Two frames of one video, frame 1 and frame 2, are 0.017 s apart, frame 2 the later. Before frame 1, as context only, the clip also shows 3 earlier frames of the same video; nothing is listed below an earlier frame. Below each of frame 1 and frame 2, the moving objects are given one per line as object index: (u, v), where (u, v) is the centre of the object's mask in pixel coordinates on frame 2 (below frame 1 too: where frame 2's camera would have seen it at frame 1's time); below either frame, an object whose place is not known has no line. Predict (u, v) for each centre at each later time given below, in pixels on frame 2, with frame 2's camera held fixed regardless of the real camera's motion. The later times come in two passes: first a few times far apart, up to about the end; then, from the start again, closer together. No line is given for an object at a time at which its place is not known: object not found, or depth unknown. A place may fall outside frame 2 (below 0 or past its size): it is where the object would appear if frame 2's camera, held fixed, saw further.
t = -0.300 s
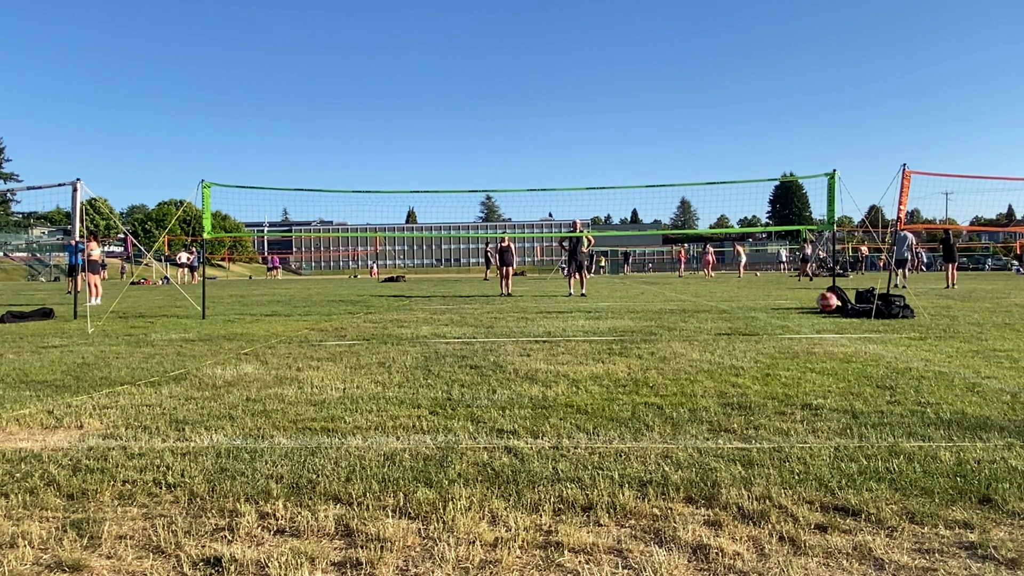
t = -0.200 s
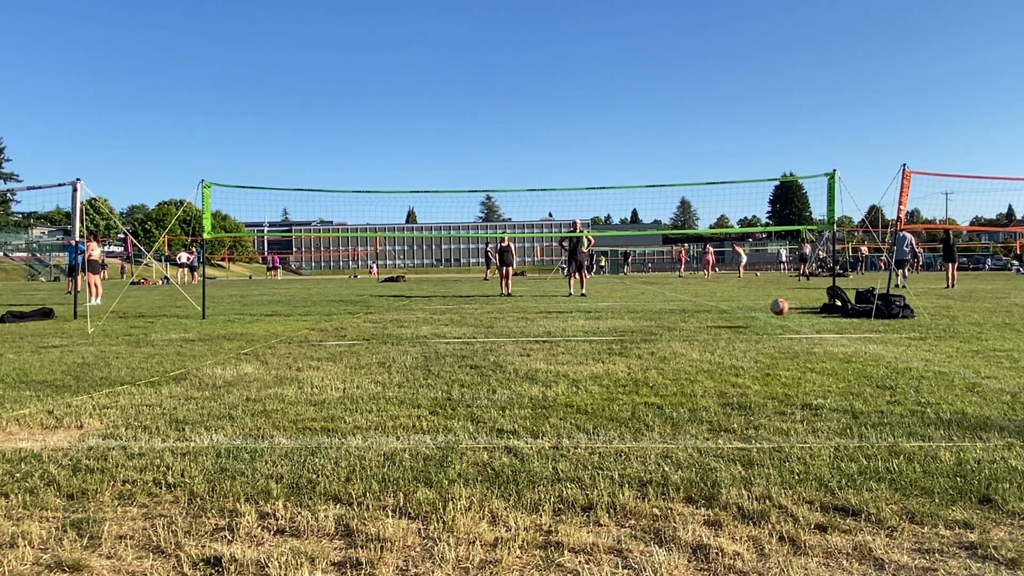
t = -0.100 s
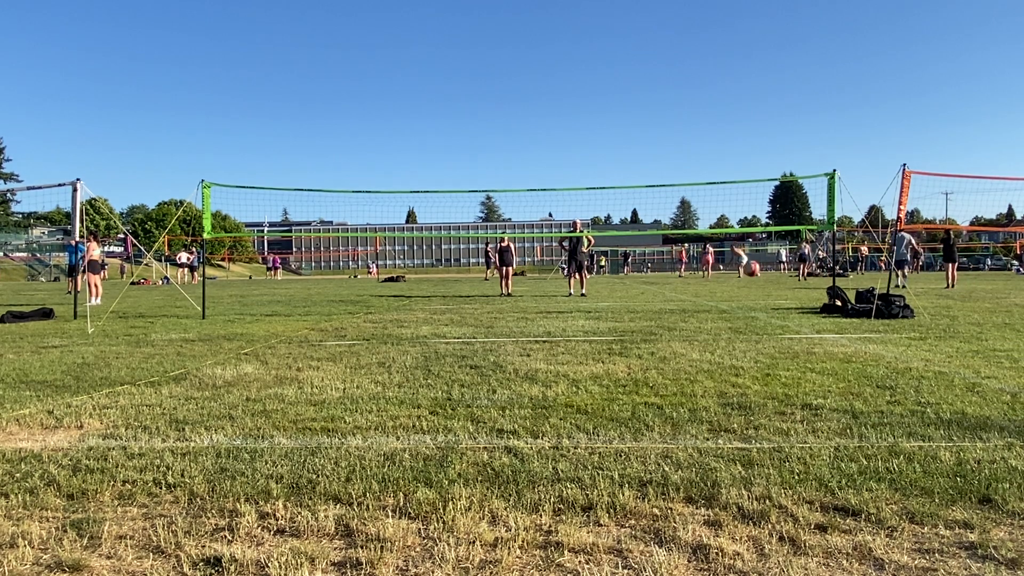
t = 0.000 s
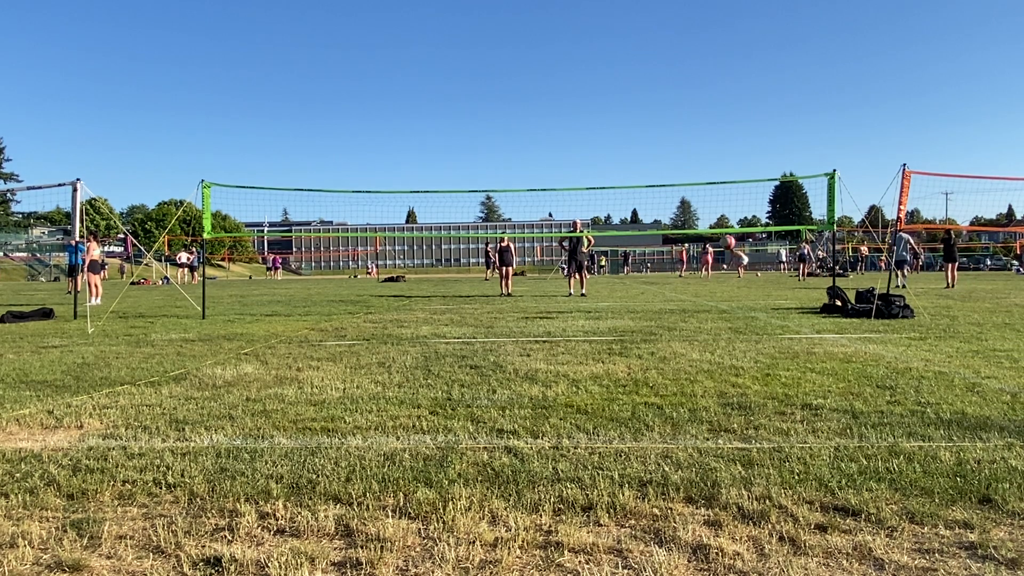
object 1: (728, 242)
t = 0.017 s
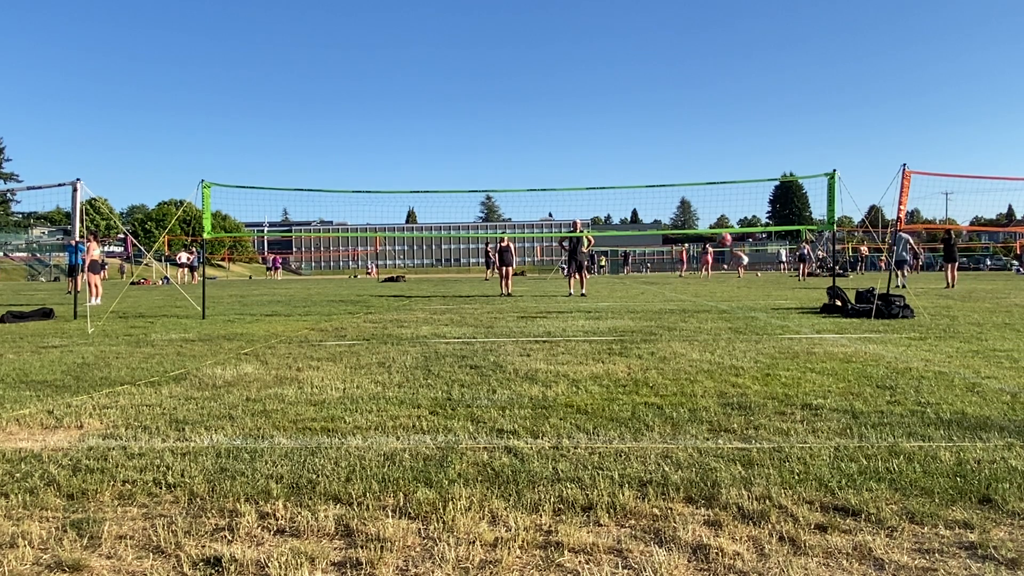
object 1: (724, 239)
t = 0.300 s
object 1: (695, 188)
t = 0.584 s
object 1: (695, 198)
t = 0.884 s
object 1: (695, 269)
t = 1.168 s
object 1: (702, 293)
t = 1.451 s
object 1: (714, 275)
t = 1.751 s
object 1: (728, 326)
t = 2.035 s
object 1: (732, 309)
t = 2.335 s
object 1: (734, 333)
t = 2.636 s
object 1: (733, 339)
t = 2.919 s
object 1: (731, 342)
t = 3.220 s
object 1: (728, 344)
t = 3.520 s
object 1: (728, 346)
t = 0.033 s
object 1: (721, 236)
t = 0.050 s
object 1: (716, 233)
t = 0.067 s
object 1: (713, 230)
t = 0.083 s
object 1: (709, 229)
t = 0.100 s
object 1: (706, 226)
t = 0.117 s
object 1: (704, 224)
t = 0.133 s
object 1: (702, 220)
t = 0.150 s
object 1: (700, 217)
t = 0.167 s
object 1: (699, 214)
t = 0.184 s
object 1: (698, 210)
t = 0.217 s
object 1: (697, 202)
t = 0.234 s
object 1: (696, 199)
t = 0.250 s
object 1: (695, 193)
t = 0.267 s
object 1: (695, 191)
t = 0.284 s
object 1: (695, 189)
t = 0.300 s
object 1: (695, 188)
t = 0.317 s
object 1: (695, 187)
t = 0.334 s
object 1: (695, 186)
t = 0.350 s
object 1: (695, 186)
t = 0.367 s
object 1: (695, 186)
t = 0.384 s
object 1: (695, 186)
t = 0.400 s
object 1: (695, 185)
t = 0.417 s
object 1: (695, 186)
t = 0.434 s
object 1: (695, 186)
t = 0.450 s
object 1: (695, 187)
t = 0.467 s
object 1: (695, 188)
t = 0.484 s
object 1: (695, 189)
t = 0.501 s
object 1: (695, 190)
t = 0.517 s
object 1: (695, 191)
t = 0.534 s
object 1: (695, 192)
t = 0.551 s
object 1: (695, 194)
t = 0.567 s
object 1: (695, 196)
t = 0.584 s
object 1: (695, 198)
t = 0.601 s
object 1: (695, 200)
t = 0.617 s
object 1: (695, 203)
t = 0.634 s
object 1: (695, 205)
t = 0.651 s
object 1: (695, 208)
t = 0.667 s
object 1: (696, 211)
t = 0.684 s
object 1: (696, 214)
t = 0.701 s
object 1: (696, 217)
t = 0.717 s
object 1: (696, 222)
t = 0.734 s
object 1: (697, 225)
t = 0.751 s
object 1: (696, 229)
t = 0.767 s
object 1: (696, 233)
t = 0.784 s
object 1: (695, 237)
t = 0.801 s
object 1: (697, 242)
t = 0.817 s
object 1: (696, 247)
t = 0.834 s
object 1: (696, 252)
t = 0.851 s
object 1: (696, 257)
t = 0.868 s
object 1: (695, 262)
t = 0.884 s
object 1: (695, 269)
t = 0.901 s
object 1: (695, 274)
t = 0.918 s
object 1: (695, 280)
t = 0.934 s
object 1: (695, 287)
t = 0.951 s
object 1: (695, 294)
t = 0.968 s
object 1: (695, 300)
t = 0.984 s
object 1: (696, 308)
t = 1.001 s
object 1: (696, 315)
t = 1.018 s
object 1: (696, 321)
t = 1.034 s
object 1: (696, 321)
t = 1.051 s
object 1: (697, 318)
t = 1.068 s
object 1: (698, 314)
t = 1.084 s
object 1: (698, 309)
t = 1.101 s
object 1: (699, 306)
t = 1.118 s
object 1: (699, 302)
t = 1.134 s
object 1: (700, 299)
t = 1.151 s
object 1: (701, 296)
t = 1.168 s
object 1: (702, 293)
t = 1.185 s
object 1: (702, 290)
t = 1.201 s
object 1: (703, 287)
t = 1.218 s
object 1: (704, 285)
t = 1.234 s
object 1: (704, 283)
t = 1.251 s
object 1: (705, 280)
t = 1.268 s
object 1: (706, 279)
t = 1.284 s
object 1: (706, 278)
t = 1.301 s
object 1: (707, 276)
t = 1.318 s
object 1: (708, 276)
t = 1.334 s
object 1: (709, 275)
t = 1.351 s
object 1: (709, 274)
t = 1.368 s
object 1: (710, 274)
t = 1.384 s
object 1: (711, 274)
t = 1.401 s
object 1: (712, 273)
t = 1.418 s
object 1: (713, 274)
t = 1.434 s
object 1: (714, 274)
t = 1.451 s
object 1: (714, 275)
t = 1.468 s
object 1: (715, 276)
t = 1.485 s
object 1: (716, 277)
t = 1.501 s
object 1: (716, 278)
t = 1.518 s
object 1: (717, 280)
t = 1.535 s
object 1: (718, 281)
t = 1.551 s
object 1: (718, 283)
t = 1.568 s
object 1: (719, 286)
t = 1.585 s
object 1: (720, 288)
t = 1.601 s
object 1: (721, 291)
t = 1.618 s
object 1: (722, 294)
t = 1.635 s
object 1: (723, 297)
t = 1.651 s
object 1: (723, 300)
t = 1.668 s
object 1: (724, 304)
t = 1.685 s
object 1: (725, 307)
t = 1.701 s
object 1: (726, 312)
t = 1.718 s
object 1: (727, 316)
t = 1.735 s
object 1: (728, 321)
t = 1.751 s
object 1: (728, 326)
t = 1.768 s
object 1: (730, 330)
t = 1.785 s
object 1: (730, 330)
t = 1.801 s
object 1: (730, 328)
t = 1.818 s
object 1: (730, 325)
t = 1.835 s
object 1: (730, 322)
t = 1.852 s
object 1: (730, 320)
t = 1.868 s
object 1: (730, 318)
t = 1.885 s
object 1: (730, 316)
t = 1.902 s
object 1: (731, 313)
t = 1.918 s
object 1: (731, 311)
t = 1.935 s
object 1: (731, 310)
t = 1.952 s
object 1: (731, 310)
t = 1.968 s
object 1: (731, 309)
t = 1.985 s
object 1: (731, 309)
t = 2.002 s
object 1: (732, 309)
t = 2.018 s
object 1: (731, 309)
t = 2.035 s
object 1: (732, 309)
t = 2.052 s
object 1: (732, 309)
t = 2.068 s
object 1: (732, 310)
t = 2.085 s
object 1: (732, 311)
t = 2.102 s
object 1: (732, 313)
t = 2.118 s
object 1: (732, 314)
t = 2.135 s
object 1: (732, 316)
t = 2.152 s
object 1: (733, 317)
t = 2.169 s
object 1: (733, 320)
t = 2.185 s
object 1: (733, 322)
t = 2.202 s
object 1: (733, 325)
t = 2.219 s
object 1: (734, 328)
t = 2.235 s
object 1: (734, 331)
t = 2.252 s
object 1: (734, 334)
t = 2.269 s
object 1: (734, 335)
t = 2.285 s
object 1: (734, 335)
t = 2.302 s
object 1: (734, 335)
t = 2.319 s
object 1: (734, 334)
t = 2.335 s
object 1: (734, 333)
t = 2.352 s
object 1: (734, 333)
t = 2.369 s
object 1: (734, 333)
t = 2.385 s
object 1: (734, 333)
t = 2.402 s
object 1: (735, 333)
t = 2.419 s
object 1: (735, 333)
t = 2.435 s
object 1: (735, 334)
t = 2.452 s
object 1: (735, 335)
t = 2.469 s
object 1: (735, 336)
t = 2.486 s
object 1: (735, 337)
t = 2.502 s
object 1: (735, 337)
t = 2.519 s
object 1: (735, 338)
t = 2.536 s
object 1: (734, 338)
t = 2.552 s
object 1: (734, 338)
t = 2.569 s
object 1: (734, 338)
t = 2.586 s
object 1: (734, 338)
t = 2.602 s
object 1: (734, 338)
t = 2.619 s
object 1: (733, 339)
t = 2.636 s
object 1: (733, 339)
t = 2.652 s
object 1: (733, 339)
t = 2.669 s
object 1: (733, 339)
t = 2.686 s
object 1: (732, 340)
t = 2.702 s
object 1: (732, 340)
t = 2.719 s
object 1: (732, 340)
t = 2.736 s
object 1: (732, 340)
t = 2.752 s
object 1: (732, 340)
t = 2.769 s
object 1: (732, 340)
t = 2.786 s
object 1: (732, 340)
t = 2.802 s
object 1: (732, 341)
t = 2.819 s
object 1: (731, 341)
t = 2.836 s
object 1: (731, 341)
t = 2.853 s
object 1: (731, 341)
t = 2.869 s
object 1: (731, 341)
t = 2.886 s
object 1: (731, 342)
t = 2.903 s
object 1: (731, 342)
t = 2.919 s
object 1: (731, 342)
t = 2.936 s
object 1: (731, 342)
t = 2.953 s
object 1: (730, 342)
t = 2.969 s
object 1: (730, 342)
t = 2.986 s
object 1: (730, 342)
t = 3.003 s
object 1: (730, 342)
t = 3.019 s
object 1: (729, 342)
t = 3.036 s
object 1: (729, 342)
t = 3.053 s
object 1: (729, 342)
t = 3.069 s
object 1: (729, 343)
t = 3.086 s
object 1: (729, 343)
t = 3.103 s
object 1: (729, 343)
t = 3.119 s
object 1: (728, 343)
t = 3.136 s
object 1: (729, 343)
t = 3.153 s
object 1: (729, 343)
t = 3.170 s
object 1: (728, 344)
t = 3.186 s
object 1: (729, 344)
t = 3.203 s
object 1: (728, 344)
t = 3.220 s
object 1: (728, 344)
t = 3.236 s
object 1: (728, 344)
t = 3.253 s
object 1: (728, 344)
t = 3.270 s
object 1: (729, 344)
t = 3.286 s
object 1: (728, 344)
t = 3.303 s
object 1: (728, 345)
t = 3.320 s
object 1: (728, 345)
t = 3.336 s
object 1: (728, 345)
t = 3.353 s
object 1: (728, 345)
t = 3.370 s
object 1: (728, 345)
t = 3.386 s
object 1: (728, 345)
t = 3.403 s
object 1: (728, 345)
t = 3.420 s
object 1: (728, 345)
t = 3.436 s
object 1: (728, 345)
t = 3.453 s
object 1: (728, 346)
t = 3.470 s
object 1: (728, 346)
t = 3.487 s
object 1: (728, 346)
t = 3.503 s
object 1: (728, 346)
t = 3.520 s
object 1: (728, 346)
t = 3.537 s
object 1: (728, 346)
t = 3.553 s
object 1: (728, 346)
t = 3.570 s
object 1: (728, 346)
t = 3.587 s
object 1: (729, 346)
